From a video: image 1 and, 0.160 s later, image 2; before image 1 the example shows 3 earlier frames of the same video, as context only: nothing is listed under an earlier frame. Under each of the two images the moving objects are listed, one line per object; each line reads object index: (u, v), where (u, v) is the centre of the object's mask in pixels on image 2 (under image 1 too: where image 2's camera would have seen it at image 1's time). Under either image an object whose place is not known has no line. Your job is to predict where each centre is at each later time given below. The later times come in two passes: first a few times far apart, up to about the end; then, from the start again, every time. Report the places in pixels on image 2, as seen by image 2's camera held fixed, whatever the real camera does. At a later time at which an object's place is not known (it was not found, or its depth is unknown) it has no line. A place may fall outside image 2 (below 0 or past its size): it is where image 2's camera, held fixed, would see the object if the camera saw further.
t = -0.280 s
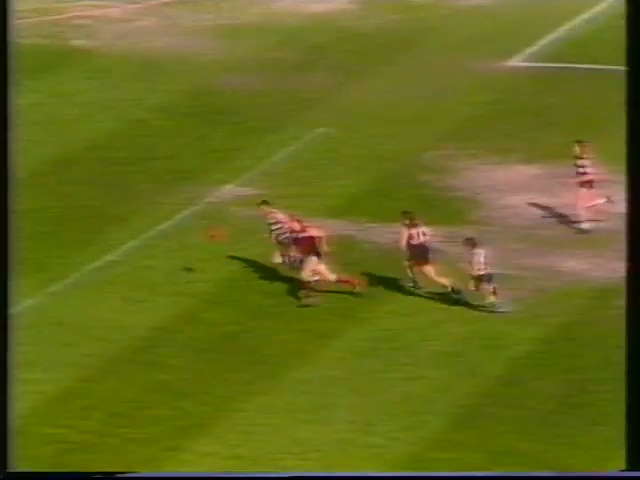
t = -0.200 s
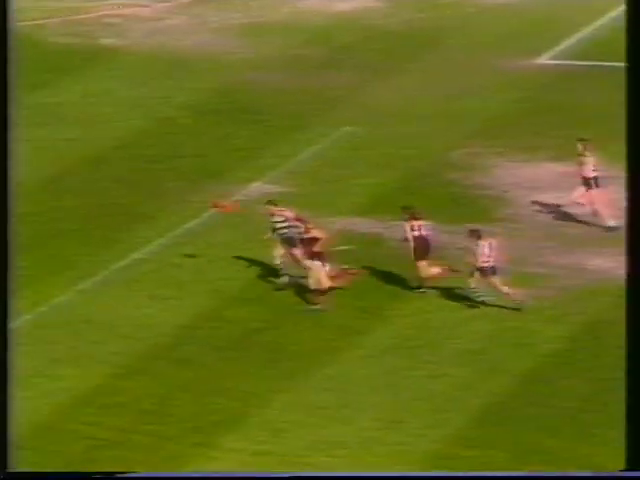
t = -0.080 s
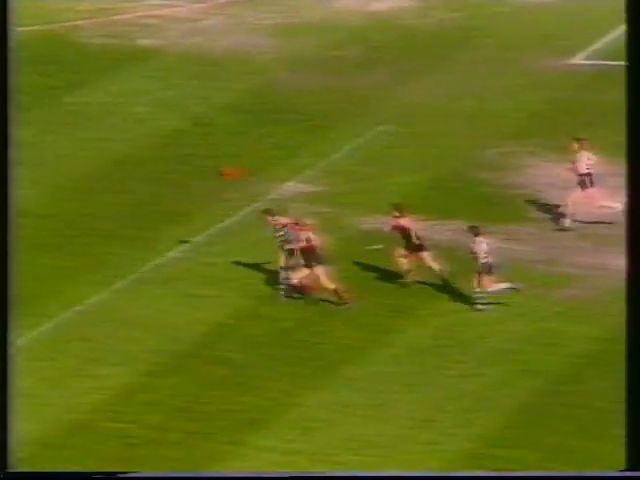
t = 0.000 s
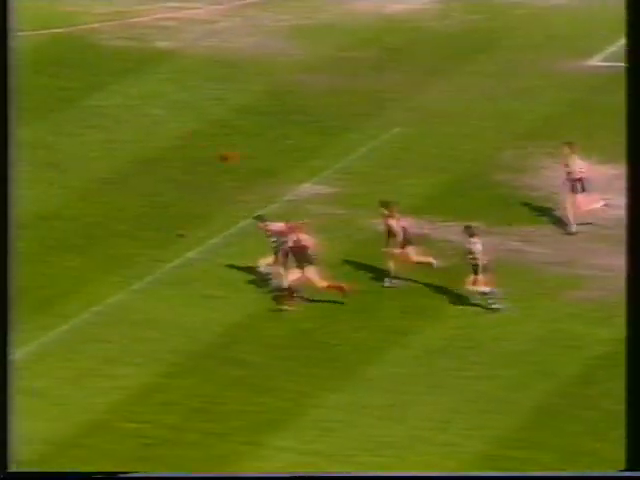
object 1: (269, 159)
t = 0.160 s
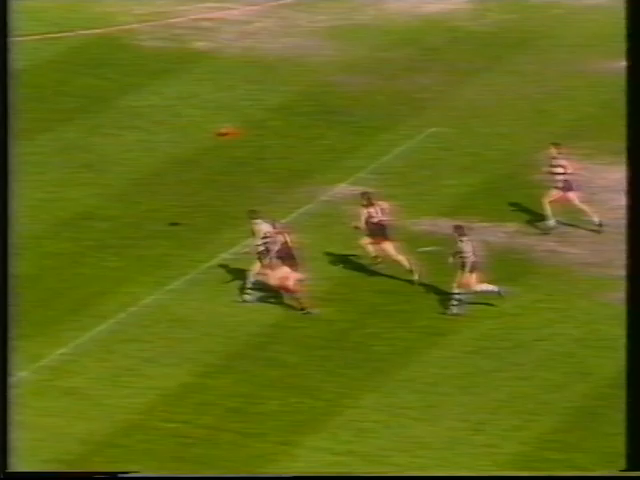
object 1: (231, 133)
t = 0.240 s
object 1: (213, 125)
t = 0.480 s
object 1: (159, 122)
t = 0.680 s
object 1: (112, 140)
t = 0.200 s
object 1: (226, 129)
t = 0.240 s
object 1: (213, 125)
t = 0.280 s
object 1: (202, 123)
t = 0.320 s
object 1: (194, 121)
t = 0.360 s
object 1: (189, 121)
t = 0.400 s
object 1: (178, 121)
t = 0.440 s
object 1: (170, 121)
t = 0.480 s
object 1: (159, 122)
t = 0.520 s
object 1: (143, 124)
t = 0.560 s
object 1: (139, 126)
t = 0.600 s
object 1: (131, 131)
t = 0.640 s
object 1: (124, 136)
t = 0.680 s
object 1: (112, 140)
